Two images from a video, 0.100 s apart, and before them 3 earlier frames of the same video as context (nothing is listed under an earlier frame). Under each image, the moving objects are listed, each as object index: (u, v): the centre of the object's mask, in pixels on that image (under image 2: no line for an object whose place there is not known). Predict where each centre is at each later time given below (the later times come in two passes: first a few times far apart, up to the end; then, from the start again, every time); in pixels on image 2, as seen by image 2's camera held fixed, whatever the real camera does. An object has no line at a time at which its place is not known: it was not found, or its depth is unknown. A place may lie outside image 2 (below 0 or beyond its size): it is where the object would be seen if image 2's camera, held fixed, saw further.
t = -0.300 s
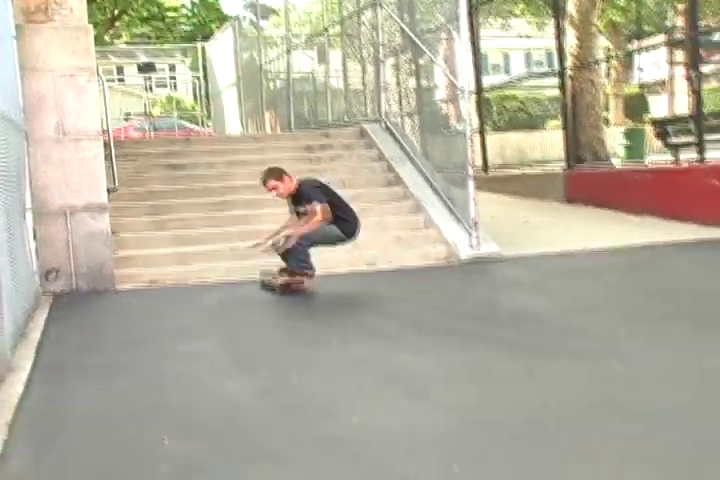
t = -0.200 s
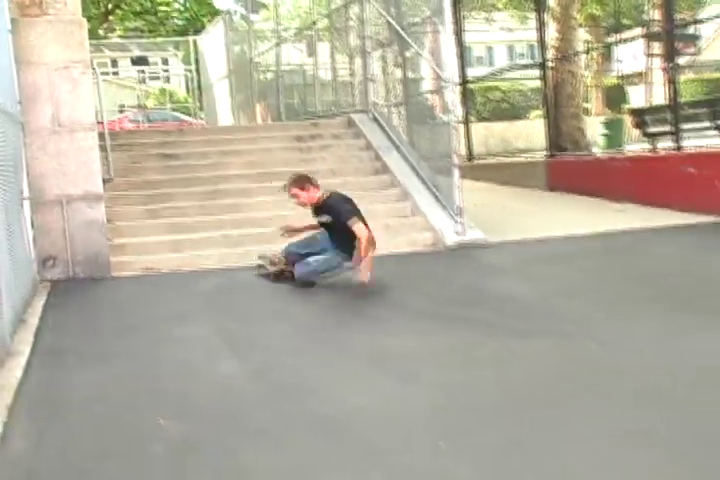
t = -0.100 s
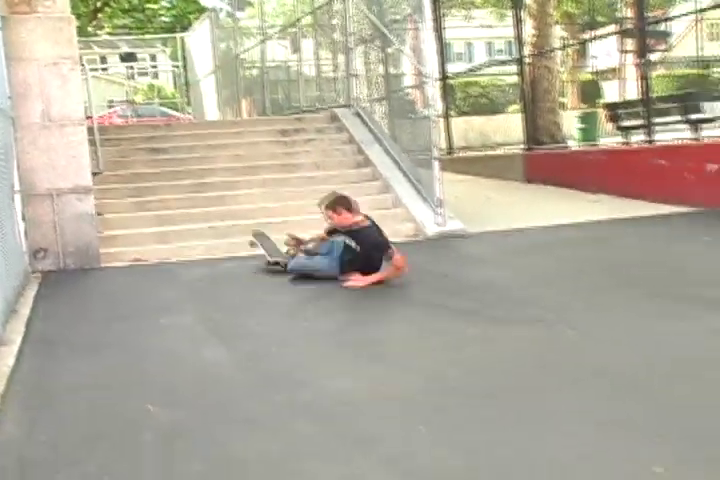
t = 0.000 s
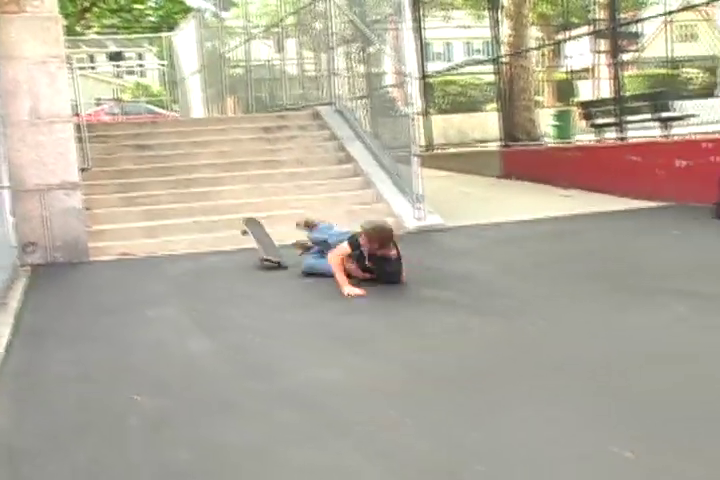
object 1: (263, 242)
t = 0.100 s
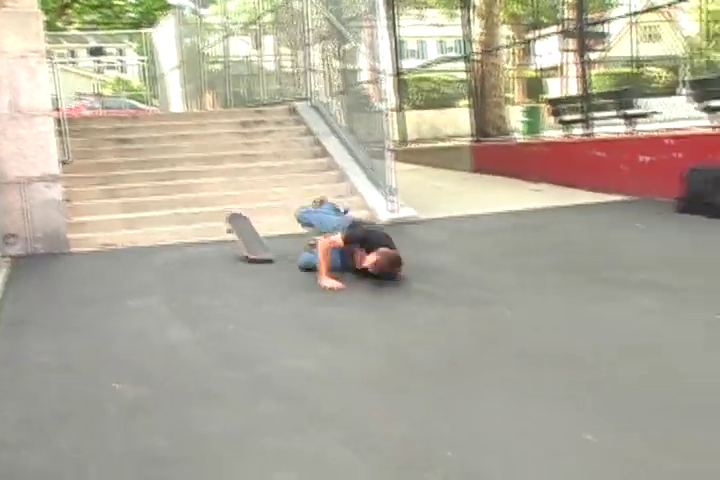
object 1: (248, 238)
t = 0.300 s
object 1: (261, 253)
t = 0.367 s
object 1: (265, 255)
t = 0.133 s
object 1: (250, 241)
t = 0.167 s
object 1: (253, 244)
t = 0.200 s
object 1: (255, 248)
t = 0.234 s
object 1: (259, 253)
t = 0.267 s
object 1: (260, 253)
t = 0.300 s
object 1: (261, 253)
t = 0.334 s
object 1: (263, 255)
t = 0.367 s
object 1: (265, 255)
